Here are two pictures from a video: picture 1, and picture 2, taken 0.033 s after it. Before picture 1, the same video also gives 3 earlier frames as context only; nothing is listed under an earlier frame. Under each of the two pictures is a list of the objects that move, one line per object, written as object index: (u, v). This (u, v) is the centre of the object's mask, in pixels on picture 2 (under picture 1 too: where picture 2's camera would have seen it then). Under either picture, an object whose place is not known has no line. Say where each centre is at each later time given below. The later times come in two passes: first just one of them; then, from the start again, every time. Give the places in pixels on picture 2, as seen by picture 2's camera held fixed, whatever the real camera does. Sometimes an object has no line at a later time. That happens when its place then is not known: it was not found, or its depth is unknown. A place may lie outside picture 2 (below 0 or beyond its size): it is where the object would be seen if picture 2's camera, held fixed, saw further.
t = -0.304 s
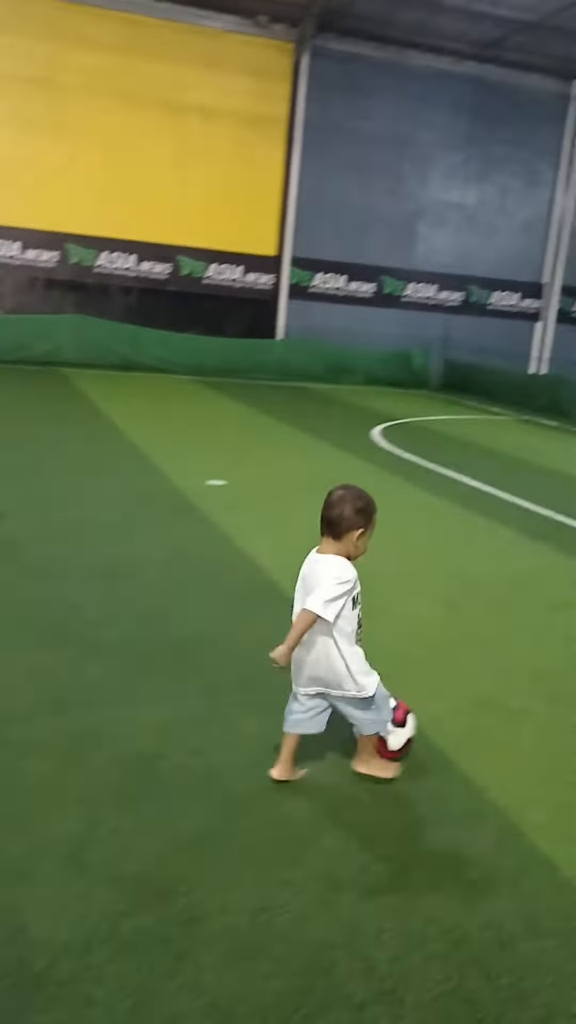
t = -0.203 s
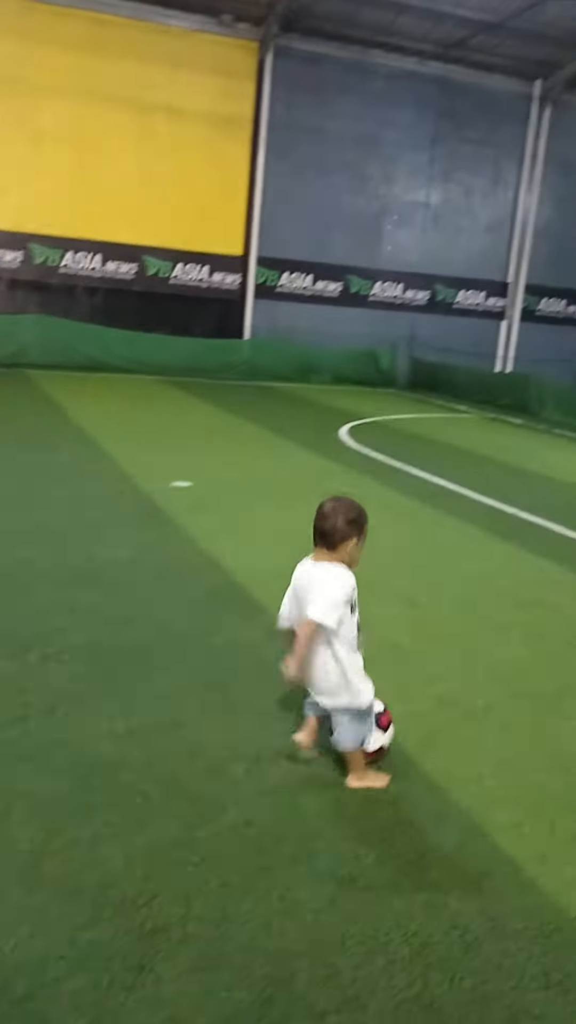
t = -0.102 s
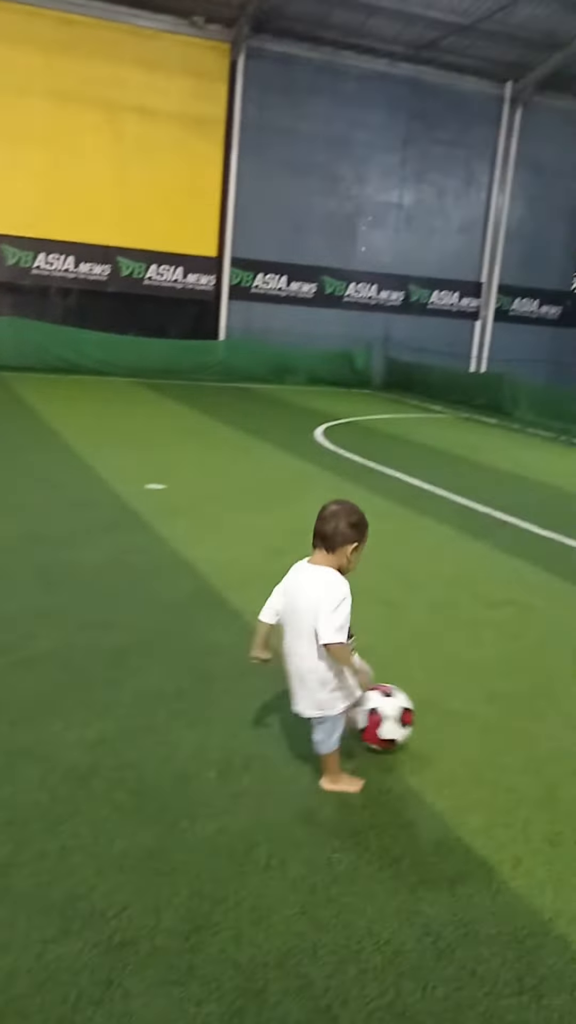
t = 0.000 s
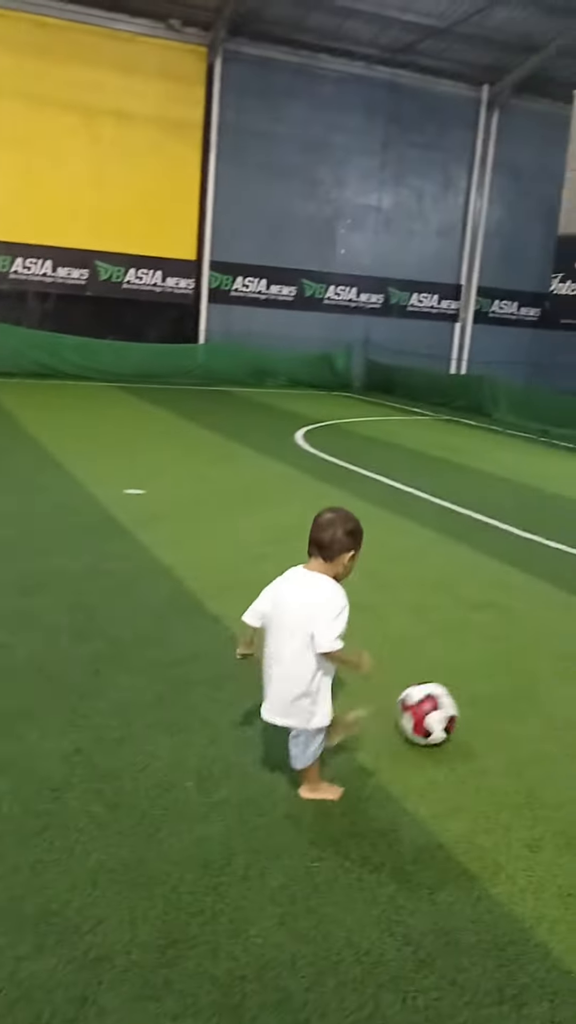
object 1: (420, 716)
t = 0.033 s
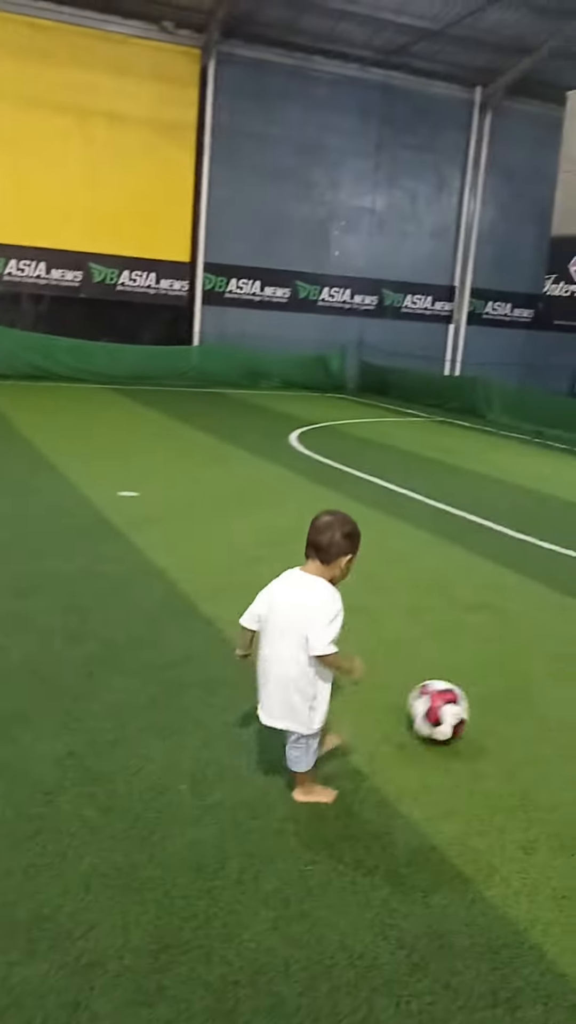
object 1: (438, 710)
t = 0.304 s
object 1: (550, 692)
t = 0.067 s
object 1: (454, 710)
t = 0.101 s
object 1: (468, 707)
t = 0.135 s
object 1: (483, 704)
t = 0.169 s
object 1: (497, 700)
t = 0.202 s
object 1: (511, 699)
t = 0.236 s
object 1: (525, 695)
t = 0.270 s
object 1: (538, 694)
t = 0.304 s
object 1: (550, 692)
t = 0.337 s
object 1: (563, 689)
